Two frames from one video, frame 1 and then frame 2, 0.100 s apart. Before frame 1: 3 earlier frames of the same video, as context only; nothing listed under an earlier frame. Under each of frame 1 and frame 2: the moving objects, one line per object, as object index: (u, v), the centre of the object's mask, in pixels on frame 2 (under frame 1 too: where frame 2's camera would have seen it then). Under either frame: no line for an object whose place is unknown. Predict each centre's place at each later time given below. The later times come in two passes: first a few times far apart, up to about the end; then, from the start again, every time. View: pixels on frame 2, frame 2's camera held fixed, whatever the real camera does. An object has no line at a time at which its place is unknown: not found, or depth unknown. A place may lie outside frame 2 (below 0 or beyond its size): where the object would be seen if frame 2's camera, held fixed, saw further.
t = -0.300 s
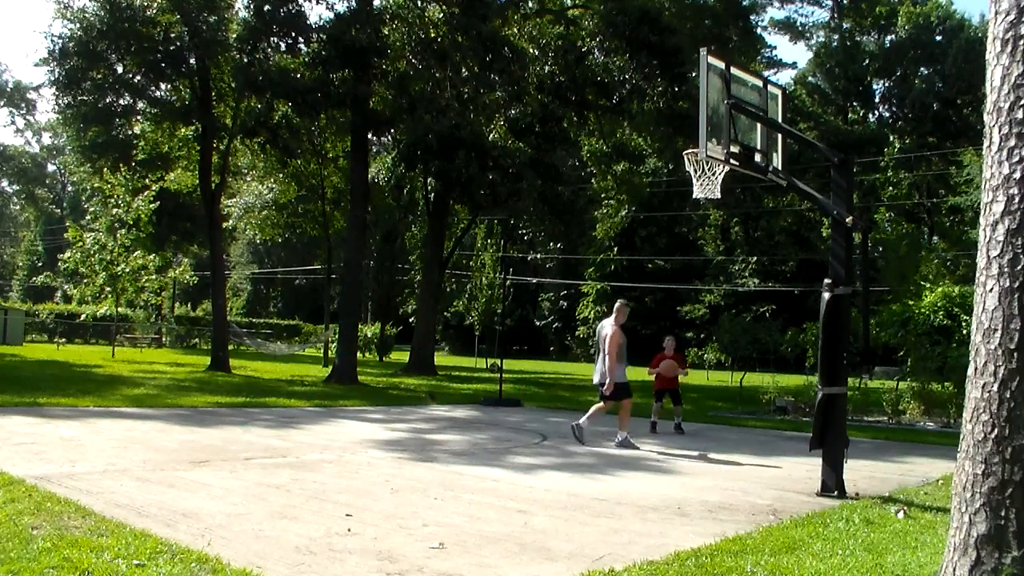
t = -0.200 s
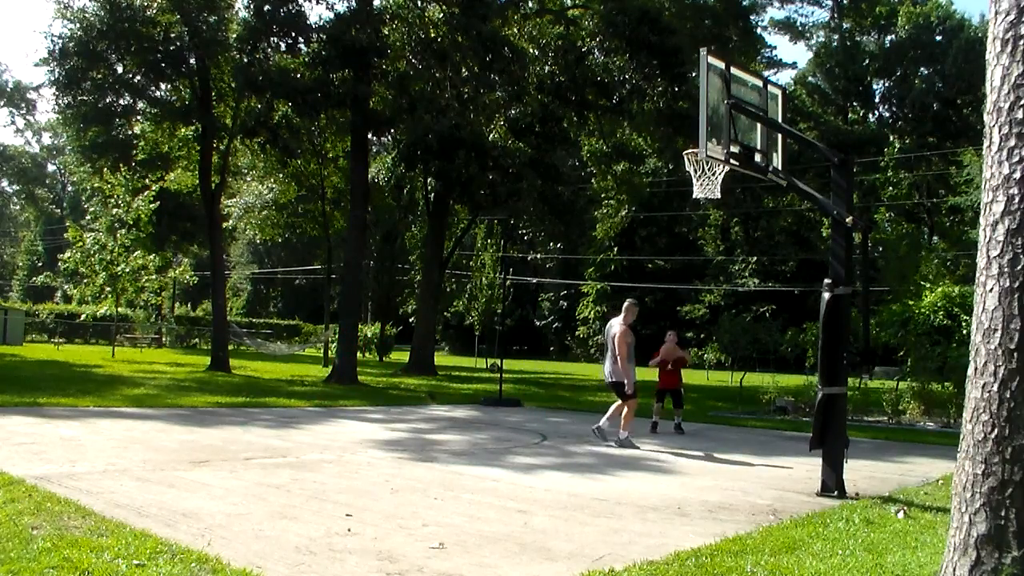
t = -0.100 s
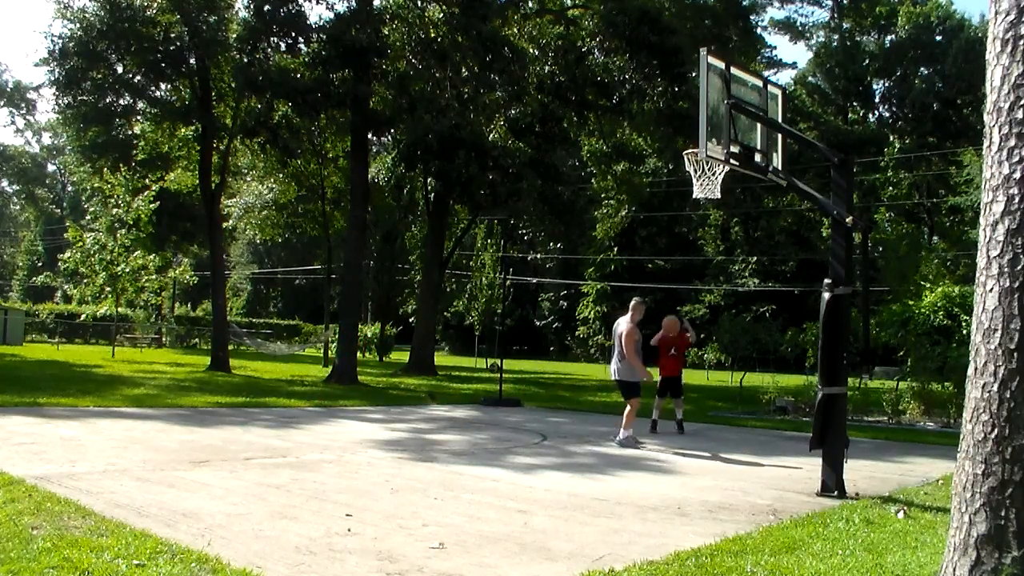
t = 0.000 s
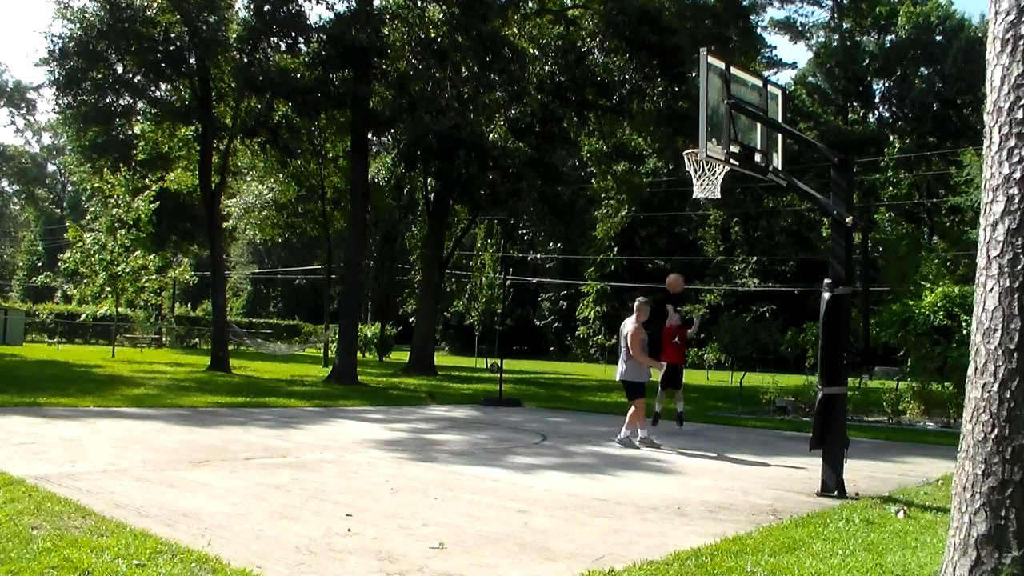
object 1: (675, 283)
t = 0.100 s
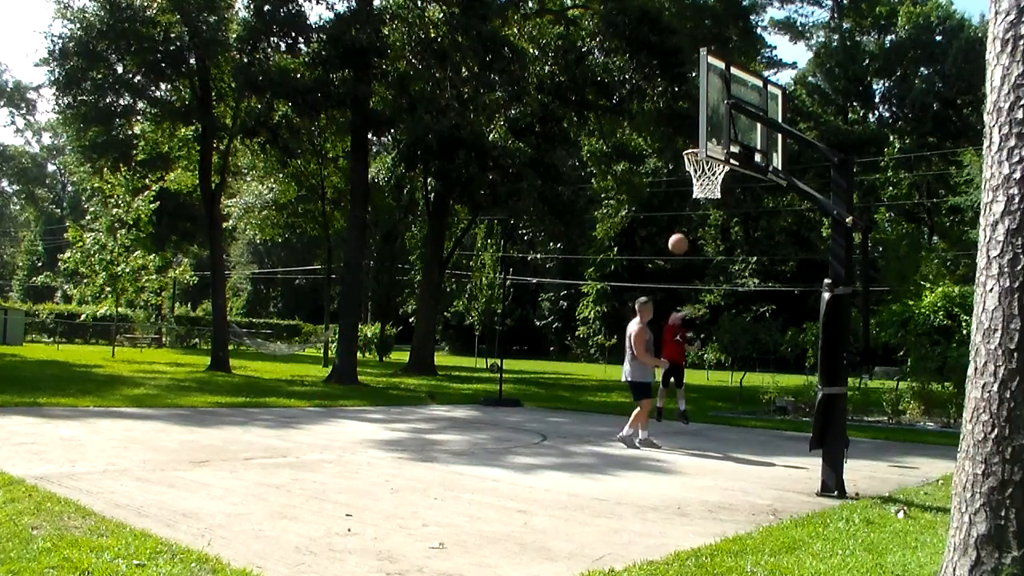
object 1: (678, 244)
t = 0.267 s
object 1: (683, 191)
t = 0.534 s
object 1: (689, 142)
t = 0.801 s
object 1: (691, 144)
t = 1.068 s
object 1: (666, 151)
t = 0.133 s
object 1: (679, 232)
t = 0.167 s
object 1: (680, 220)
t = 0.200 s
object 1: (681, 210)
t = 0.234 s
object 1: (682, 200)
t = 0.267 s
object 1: (683, 191)
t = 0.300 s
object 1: (683, 182)
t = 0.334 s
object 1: (683, 176)
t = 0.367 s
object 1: (682, 169)
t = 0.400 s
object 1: (681, 162)
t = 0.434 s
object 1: (684, 153)
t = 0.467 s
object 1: (687, 147)
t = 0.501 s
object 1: (688, 144)
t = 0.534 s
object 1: (689, 142)
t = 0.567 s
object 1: (690, 141)
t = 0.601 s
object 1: (690, 140)
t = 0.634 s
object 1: (691, 140)
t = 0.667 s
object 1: (691, 141)
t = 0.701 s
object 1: (692, 142)
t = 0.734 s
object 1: (692, 143)
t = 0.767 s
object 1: (693, 145)
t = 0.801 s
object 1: (691, 144)
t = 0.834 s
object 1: (688, 143)
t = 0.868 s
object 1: (686, 142)
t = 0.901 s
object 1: (683, 141)
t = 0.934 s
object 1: (680, 142)
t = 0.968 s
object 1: (676, 143)
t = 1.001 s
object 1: (673, 145)
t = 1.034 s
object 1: (670, 147)
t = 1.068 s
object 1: (666, 151)
